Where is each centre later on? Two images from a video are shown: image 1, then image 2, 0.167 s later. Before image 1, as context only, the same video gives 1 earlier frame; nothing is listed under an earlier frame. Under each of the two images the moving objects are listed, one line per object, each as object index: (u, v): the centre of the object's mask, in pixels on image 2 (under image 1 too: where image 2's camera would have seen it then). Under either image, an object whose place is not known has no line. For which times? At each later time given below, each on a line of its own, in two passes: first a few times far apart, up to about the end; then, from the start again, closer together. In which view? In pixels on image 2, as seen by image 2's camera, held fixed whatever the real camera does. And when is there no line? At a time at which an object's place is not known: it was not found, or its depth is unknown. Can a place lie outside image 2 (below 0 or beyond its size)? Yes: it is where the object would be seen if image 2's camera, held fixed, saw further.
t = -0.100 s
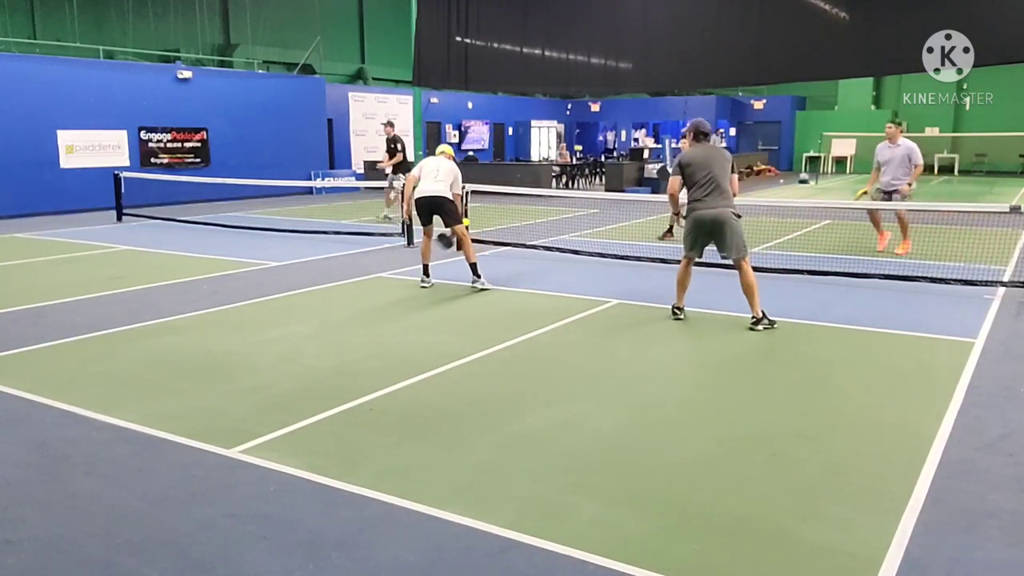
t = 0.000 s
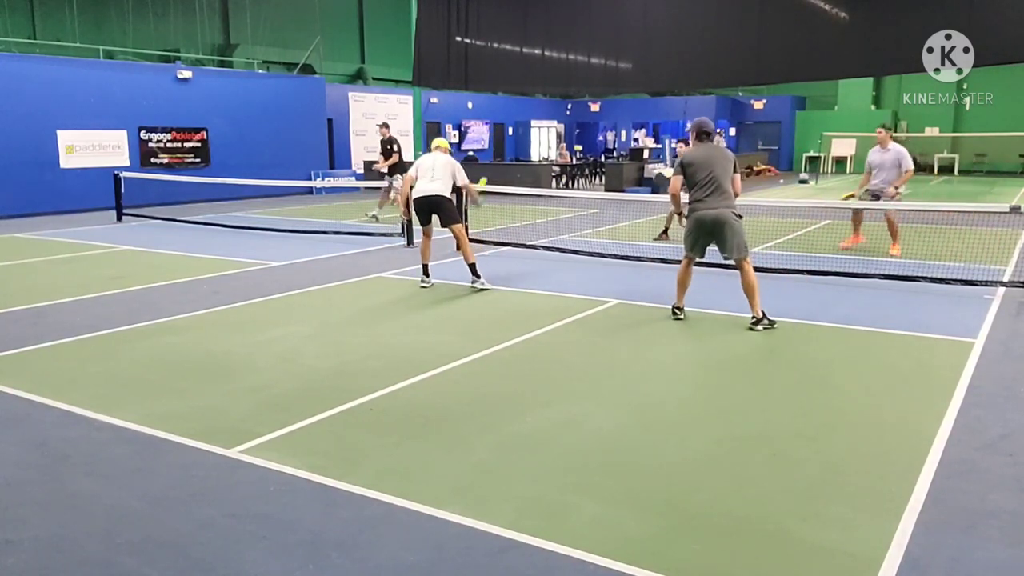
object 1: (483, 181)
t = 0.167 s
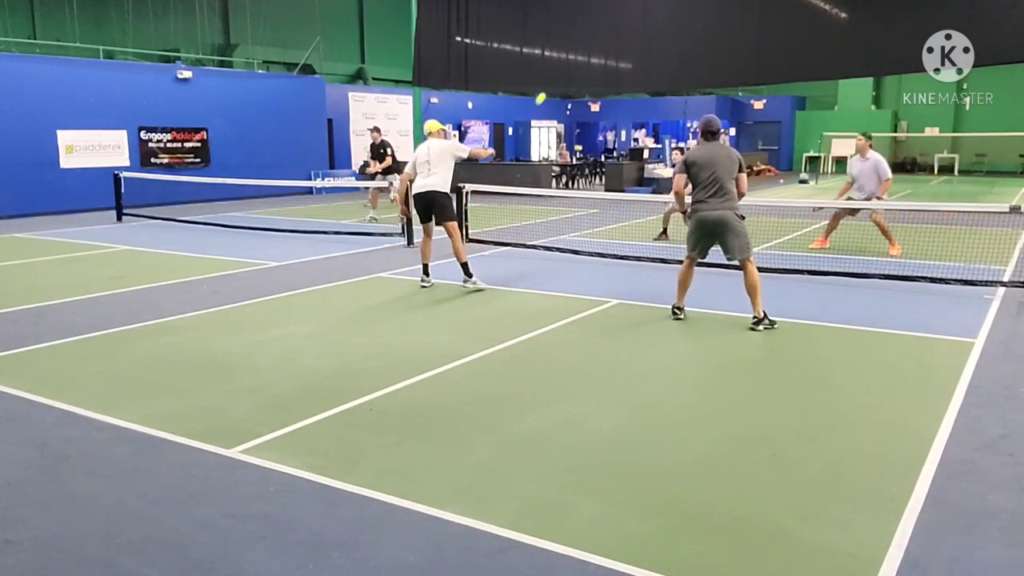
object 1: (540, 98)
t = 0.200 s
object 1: (551, 86)
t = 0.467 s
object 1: (625, 24)
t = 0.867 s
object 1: (706, 44)
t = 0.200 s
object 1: (551, 86)
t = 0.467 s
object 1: (625, 24)
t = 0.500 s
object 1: (633, 21)
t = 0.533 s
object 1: (640, 19)
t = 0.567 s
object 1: (648, 18)
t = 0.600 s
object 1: (655, 18)
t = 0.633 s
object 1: (662, 18)
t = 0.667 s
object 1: (669, 20)
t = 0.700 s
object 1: (676, 22)
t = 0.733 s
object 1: (682, 25)
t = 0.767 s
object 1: (688, 29)
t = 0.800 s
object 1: (695, 33)
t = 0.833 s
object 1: (700, 38)
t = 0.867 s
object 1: (706, 44)
